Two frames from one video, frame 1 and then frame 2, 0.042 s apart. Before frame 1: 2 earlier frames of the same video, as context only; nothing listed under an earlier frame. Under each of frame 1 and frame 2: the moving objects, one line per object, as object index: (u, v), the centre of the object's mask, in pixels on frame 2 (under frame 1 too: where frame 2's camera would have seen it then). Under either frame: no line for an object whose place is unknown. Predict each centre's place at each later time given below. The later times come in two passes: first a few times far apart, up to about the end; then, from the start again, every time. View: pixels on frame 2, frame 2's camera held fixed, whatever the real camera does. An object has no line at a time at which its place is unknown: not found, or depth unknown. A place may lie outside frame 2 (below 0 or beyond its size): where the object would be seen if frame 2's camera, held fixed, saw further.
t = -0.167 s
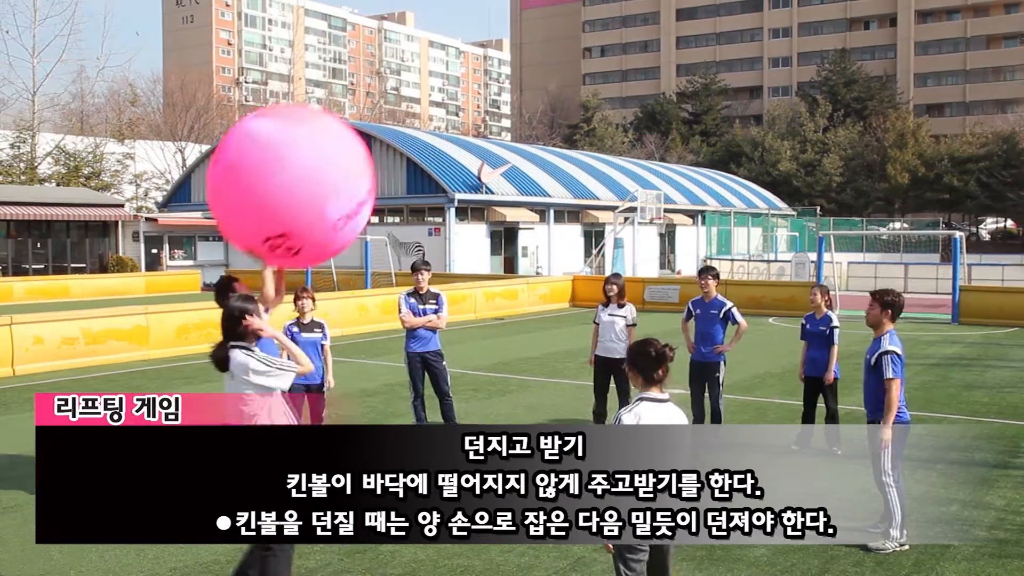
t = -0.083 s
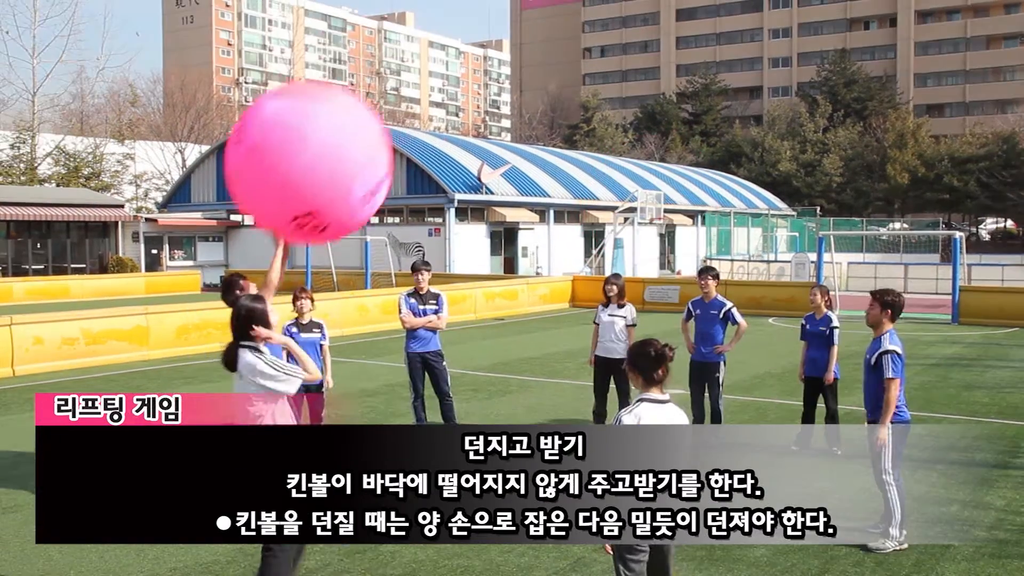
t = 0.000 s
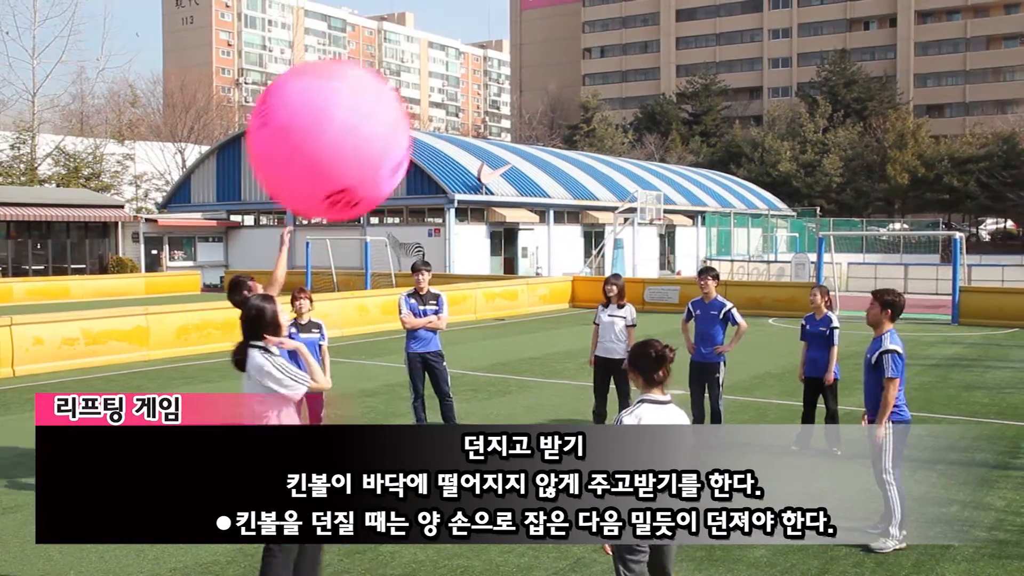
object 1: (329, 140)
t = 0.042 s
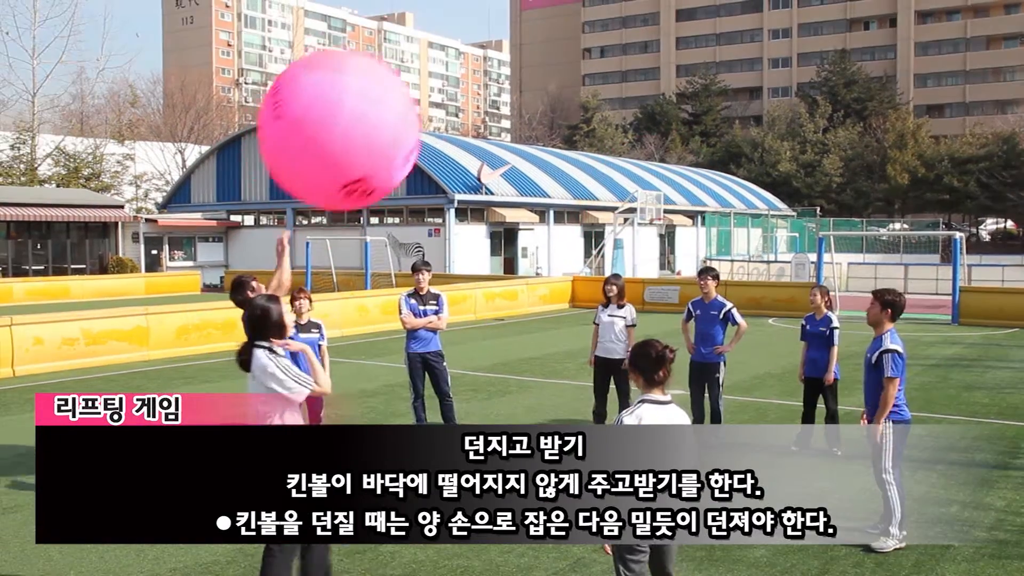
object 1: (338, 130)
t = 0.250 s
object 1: (385, 90)
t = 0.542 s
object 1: (437, 72)
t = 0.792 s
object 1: (475, 90)
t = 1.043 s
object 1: (504, 132)
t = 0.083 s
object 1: (348, 120)
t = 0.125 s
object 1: (358, 112)
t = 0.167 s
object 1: (367, 104)
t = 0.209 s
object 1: (376, 97)
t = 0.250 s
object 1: (385, 90)
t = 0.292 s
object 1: (394, 85)
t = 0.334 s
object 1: (402, 81)
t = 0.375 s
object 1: (410, 77)
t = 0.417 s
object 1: (416, 74)
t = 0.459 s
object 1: (423, 73)
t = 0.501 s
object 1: (429, 72)
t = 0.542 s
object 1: (437, 72)
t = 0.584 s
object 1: (445, 74)
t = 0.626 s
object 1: (451, 76)
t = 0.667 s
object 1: (458, 79)
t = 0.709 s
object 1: (464, 82)
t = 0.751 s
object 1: (469, 86)
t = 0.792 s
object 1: (475, 90)
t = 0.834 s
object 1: (480, 96)
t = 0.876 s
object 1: (485, 102)
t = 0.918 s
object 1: (490, 109)
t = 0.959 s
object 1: (495, 116)
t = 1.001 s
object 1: (499, 124)
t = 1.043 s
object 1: (504, 132)
